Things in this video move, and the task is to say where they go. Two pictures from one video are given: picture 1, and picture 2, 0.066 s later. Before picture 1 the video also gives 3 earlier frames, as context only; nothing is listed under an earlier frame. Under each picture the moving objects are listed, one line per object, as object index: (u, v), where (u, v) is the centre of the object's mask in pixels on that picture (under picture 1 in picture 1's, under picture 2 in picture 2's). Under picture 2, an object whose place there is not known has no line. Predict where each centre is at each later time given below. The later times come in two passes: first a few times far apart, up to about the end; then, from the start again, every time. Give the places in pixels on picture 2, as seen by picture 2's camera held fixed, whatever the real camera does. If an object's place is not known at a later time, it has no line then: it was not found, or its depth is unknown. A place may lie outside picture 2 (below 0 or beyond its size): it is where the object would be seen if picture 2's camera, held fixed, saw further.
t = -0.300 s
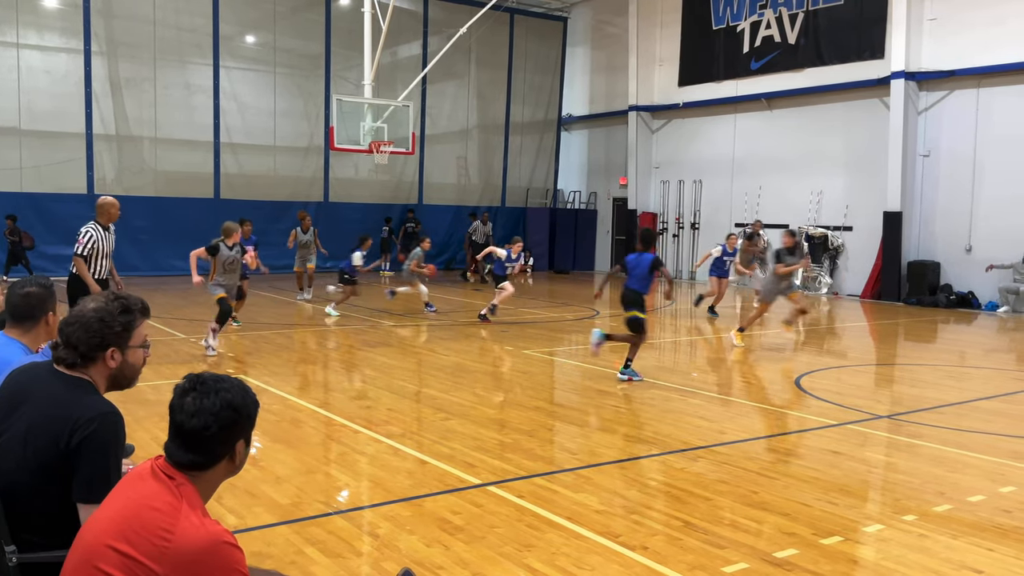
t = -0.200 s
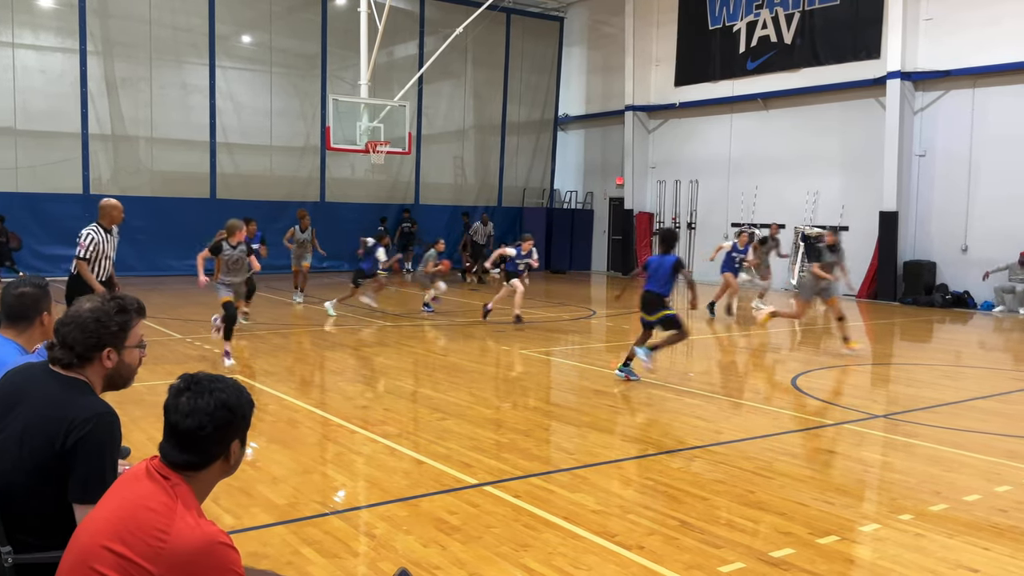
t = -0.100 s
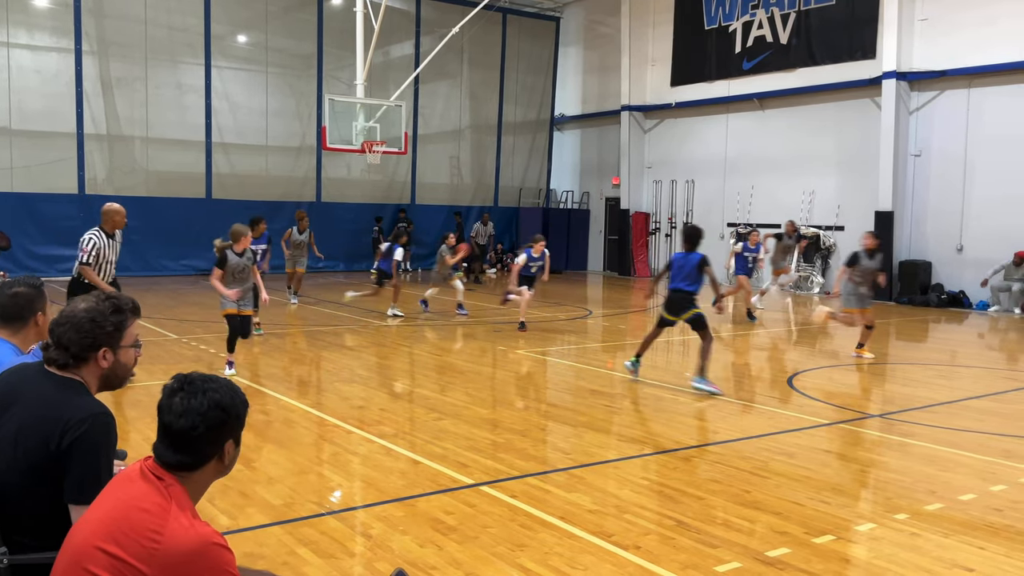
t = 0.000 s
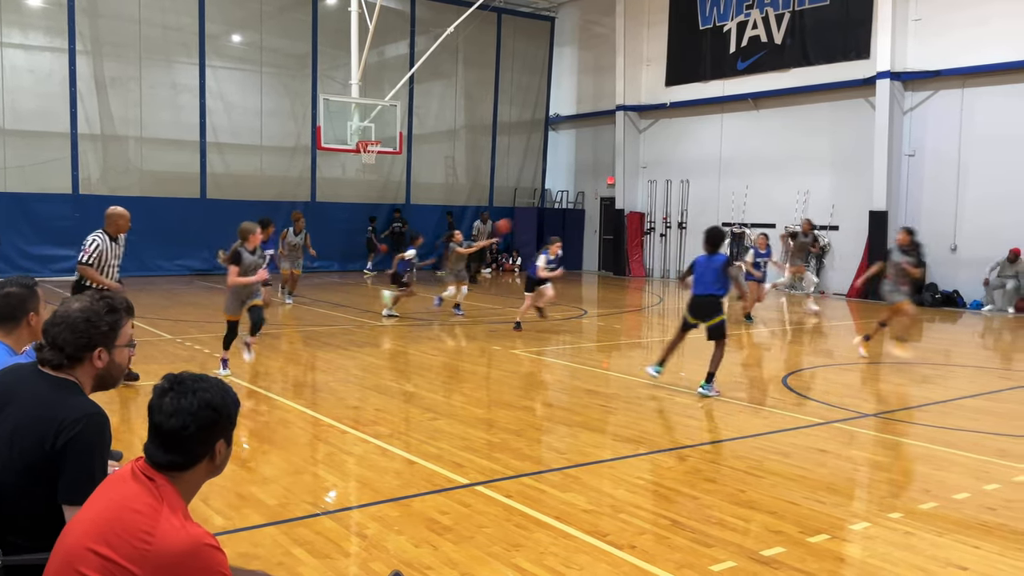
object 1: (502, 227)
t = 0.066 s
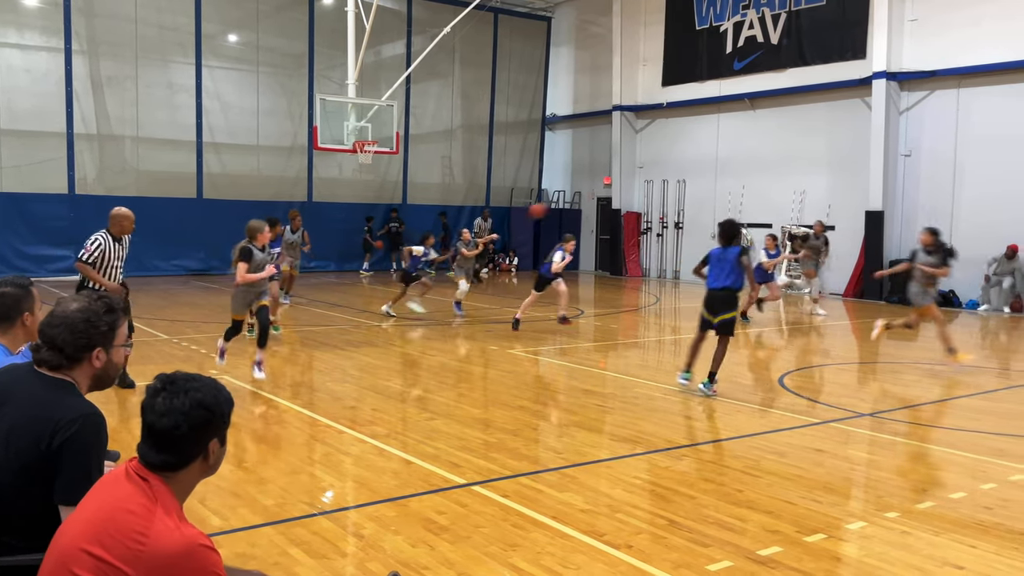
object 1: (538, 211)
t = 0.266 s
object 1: (668, 174)
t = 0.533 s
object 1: (894, 157)
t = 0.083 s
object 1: (546, 208)
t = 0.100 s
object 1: (557, 205)
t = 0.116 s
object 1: (569, 200)
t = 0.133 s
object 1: (579, 197)
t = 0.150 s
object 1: (588, 194)
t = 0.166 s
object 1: (600, 191)
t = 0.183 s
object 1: (610, 187)
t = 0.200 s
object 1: (622, 185)
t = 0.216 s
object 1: (633, 182)
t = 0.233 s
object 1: (645, 179)
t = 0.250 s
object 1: (656, 176)
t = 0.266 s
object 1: (668, 174)
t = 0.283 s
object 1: (681, 172)
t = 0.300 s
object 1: (694, 170)
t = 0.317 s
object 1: (706, 167)
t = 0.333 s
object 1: (719, 166)
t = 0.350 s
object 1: (732, 164)
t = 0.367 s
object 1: (746, 162)
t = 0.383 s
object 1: (759, 161)
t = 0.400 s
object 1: (773, 160)
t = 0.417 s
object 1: (788, 159)
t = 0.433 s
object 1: (803, 158)
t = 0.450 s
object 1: (817, 157)
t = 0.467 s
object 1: (832, 157)
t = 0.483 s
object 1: (848, 157)
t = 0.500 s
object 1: (863, 156)
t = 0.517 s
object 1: (878, 157)
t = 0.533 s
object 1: (894, 157)
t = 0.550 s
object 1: (910, 158)
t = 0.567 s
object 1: (926, 159)
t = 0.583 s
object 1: (943, 160)
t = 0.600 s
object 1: (960, 161)
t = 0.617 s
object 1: (978, 163)
